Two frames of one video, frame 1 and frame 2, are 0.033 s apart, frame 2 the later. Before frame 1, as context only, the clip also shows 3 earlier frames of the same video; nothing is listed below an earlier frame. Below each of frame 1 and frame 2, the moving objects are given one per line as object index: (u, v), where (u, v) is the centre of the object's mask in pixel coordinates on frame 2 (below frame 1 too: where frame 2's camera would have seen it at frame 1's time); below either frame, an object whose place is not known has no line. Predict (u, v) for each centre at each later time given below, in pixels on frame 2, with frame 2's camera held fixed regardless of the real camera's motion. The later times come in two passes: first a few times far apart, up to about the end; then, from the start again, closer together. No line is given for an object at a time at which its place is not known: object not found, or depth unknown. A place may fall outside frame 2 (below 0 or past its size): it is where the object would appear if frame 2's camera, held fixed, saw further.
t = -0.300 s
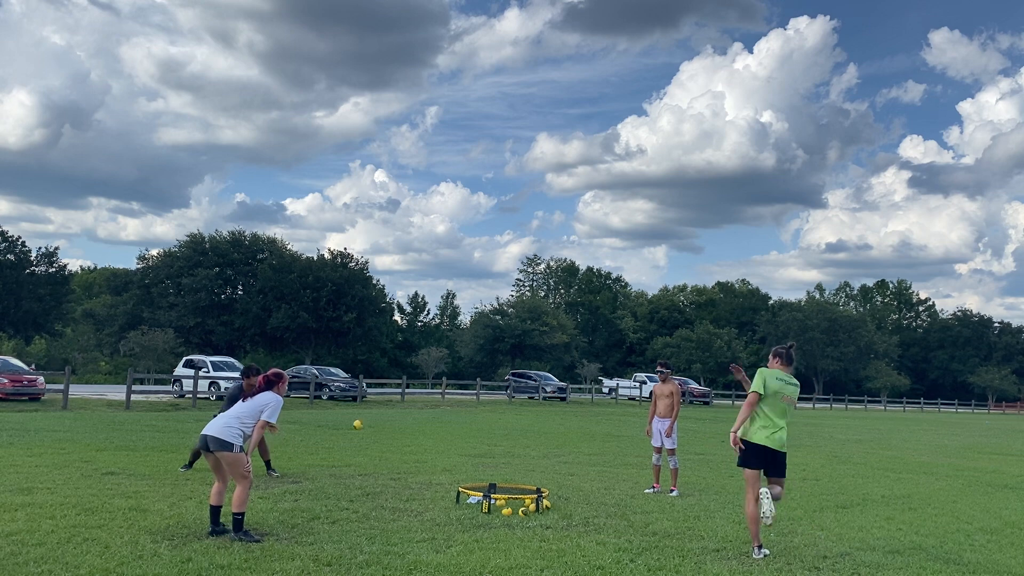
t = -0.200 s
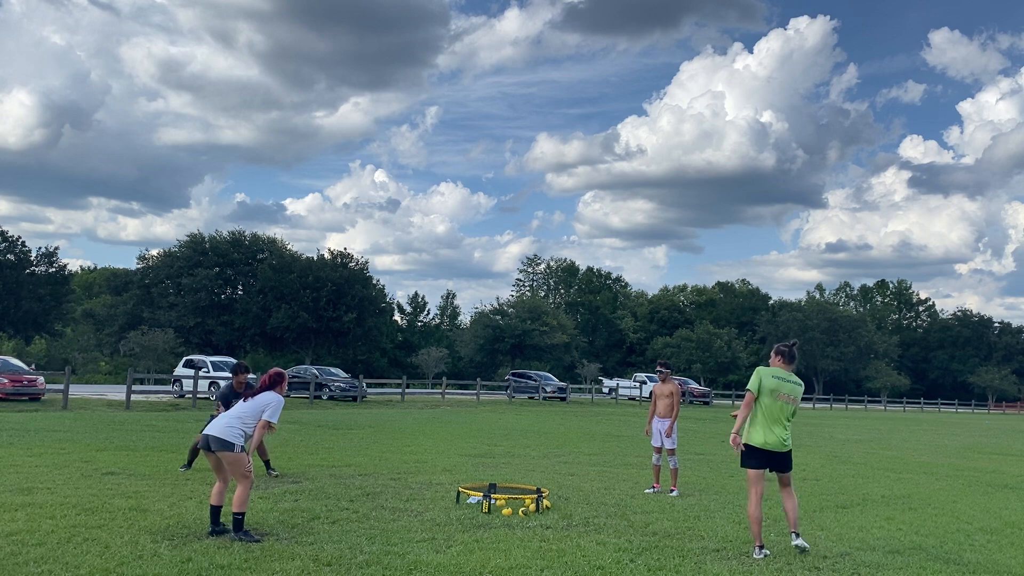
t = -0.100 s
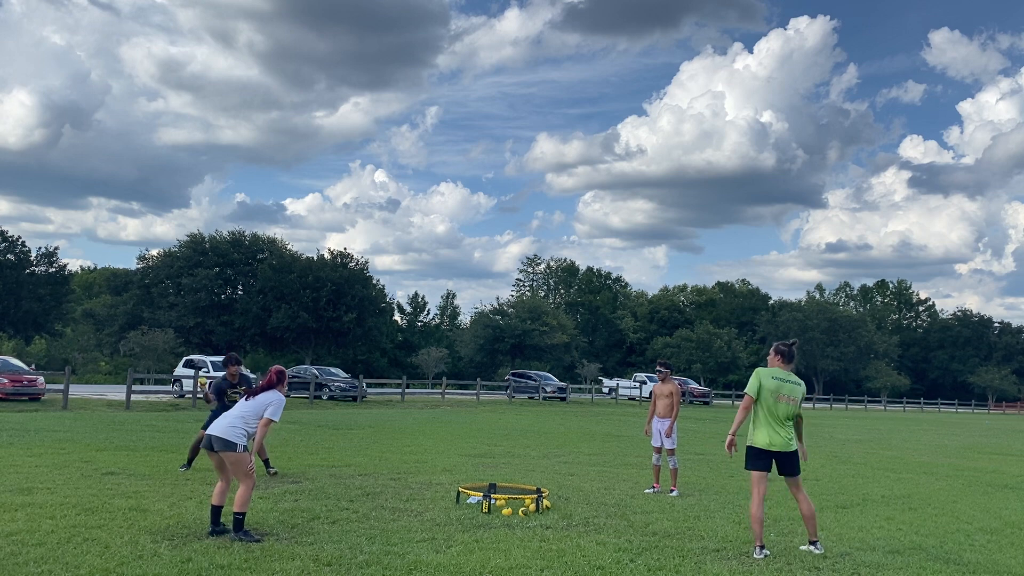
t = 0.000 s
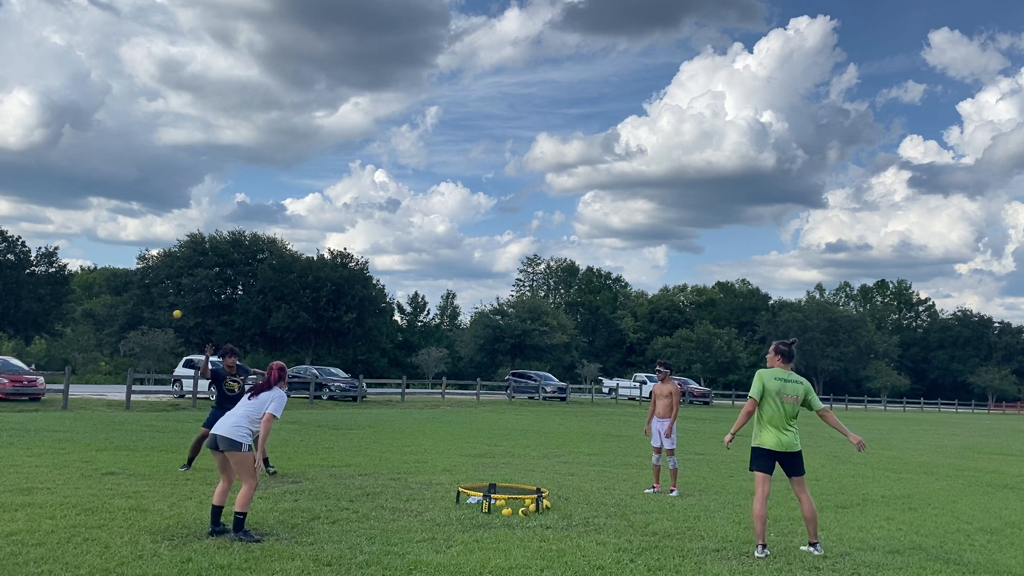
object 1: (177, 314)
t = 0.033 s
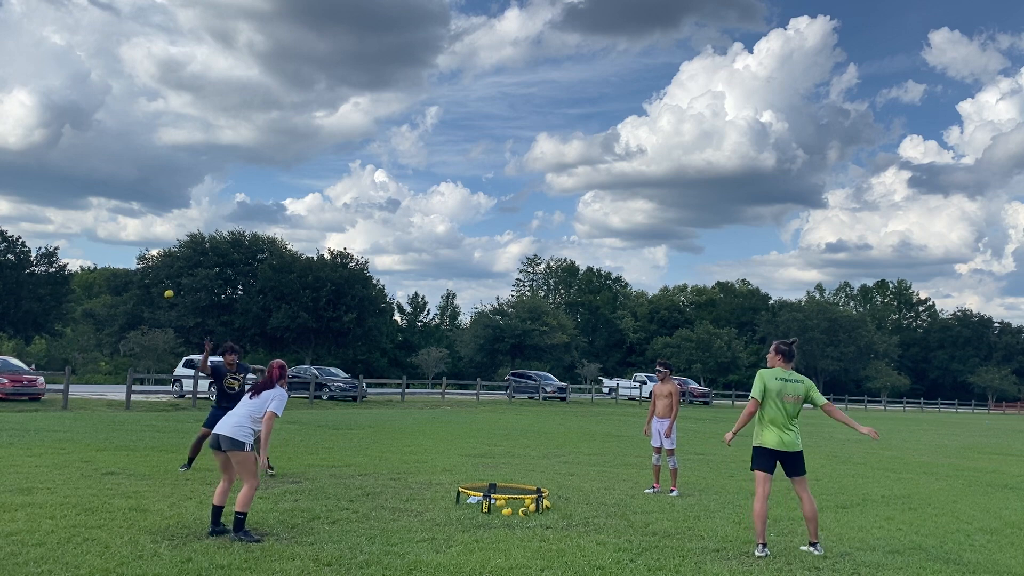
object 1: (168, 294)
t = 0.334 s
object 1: (94, 168)
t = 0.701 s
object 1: (3, 129)
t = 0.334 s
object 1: (94, 168)
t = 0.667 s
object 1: (11, 128)
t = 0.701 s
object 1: (3, 129)
